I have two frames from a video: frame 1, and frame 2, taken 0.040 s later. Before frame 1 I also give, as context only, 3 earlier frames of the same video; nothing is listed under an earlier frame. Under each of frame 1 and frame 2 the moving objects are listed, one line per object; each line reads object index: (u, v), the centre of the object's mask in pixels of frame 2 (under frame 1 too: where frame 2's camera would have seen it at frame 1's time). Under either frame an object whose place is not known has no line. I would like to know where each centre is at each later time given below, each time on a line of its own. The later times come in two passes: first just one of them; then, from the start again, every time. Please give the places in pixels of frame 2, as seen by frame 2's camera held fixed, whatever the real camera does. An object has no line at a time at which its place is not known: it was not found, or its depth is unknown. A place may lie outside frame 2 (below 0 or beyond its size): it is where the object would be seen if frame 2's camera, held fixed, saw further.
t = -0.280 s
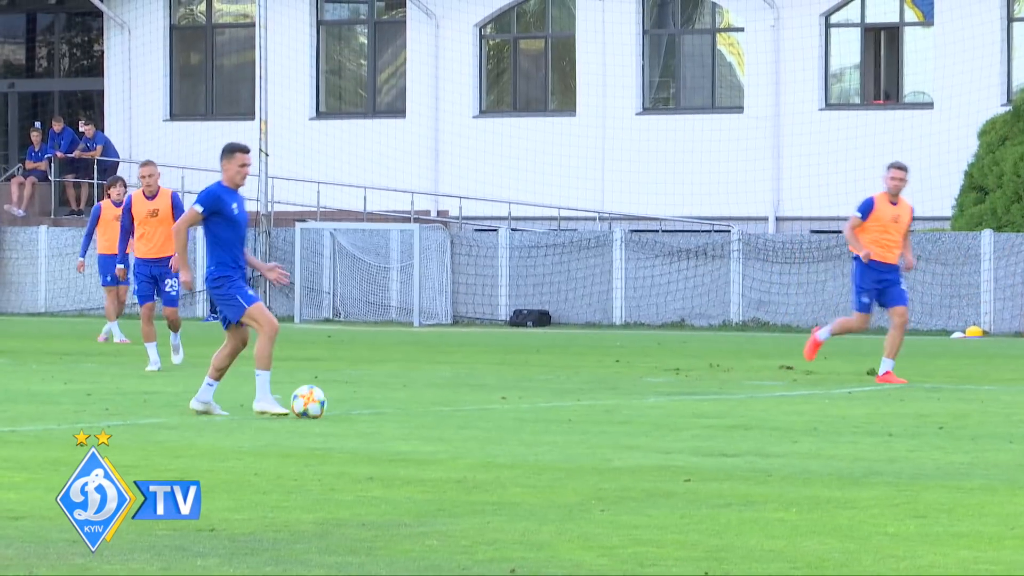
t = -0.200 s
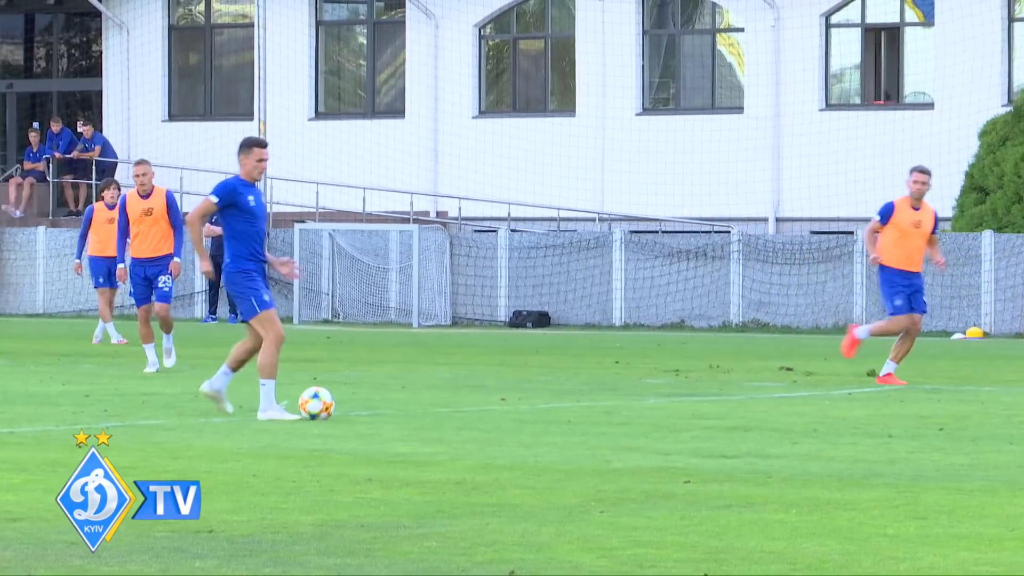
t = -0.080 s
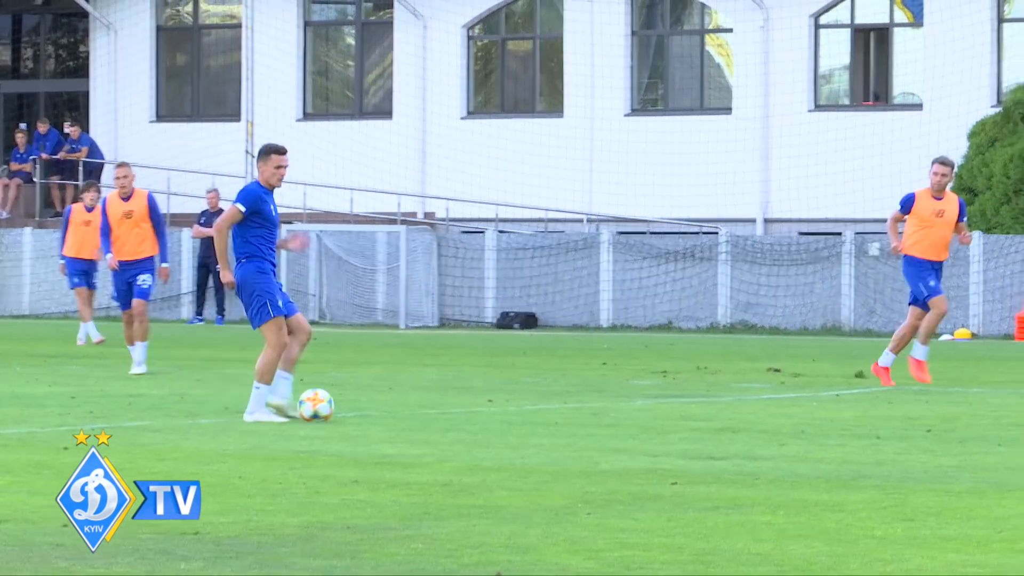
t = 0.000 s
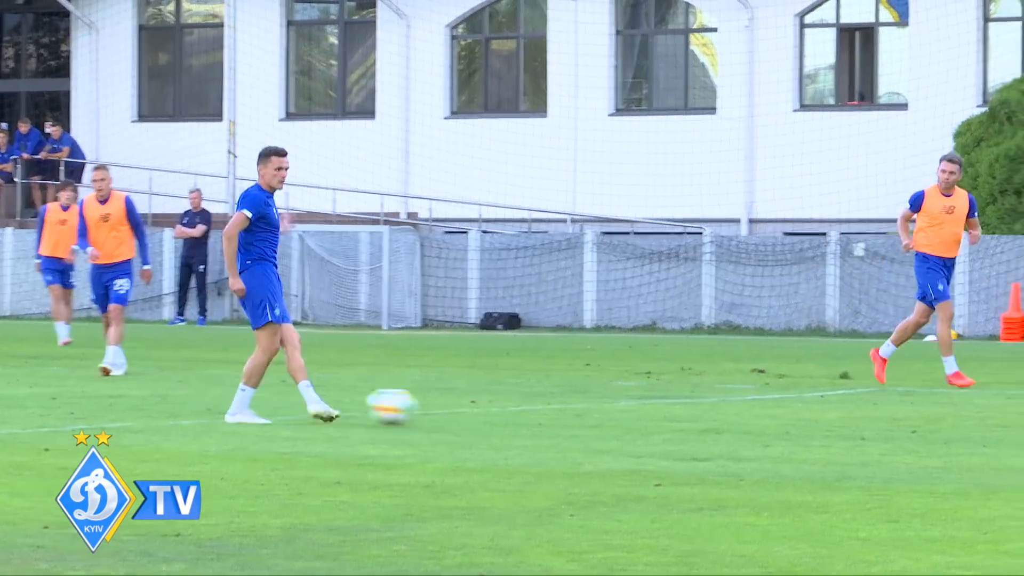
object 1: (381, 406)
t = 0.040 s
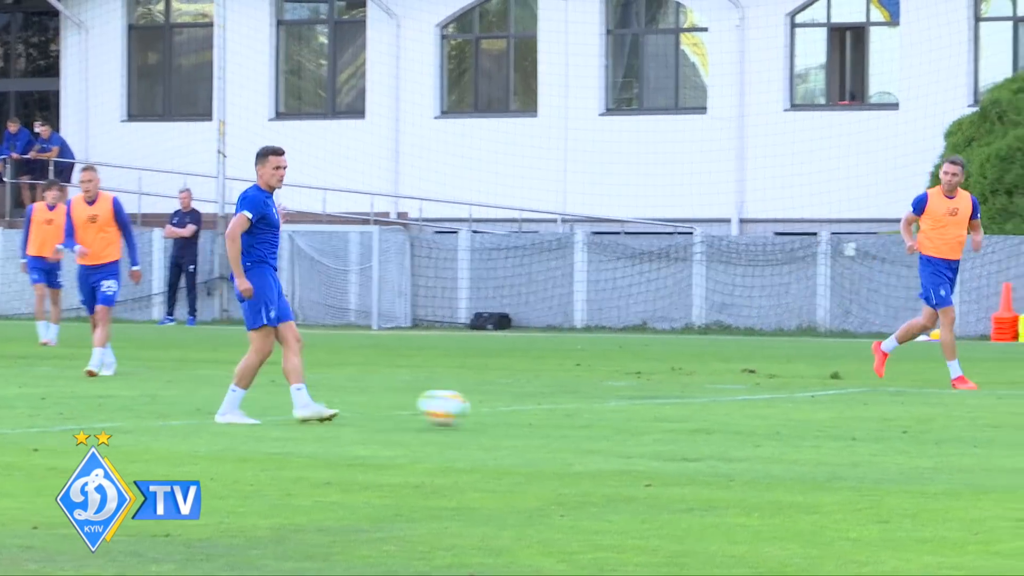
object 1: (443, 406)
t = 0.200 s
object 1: (685, 417)
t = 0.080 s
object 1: (505, 411)
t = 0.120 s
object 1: (567, 417)
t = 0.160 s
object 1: (626, 417)
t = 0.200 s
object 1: (685, 417)
